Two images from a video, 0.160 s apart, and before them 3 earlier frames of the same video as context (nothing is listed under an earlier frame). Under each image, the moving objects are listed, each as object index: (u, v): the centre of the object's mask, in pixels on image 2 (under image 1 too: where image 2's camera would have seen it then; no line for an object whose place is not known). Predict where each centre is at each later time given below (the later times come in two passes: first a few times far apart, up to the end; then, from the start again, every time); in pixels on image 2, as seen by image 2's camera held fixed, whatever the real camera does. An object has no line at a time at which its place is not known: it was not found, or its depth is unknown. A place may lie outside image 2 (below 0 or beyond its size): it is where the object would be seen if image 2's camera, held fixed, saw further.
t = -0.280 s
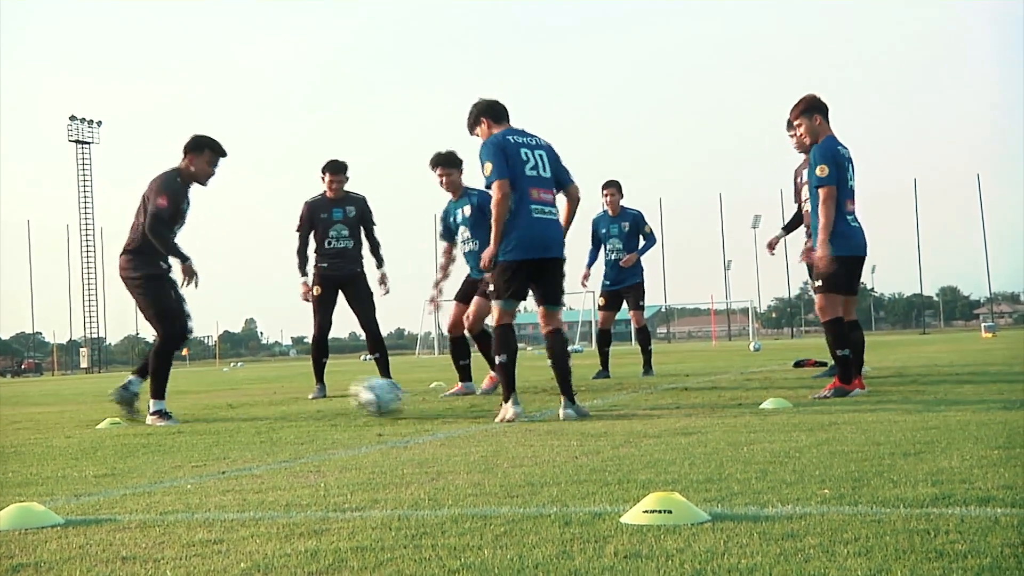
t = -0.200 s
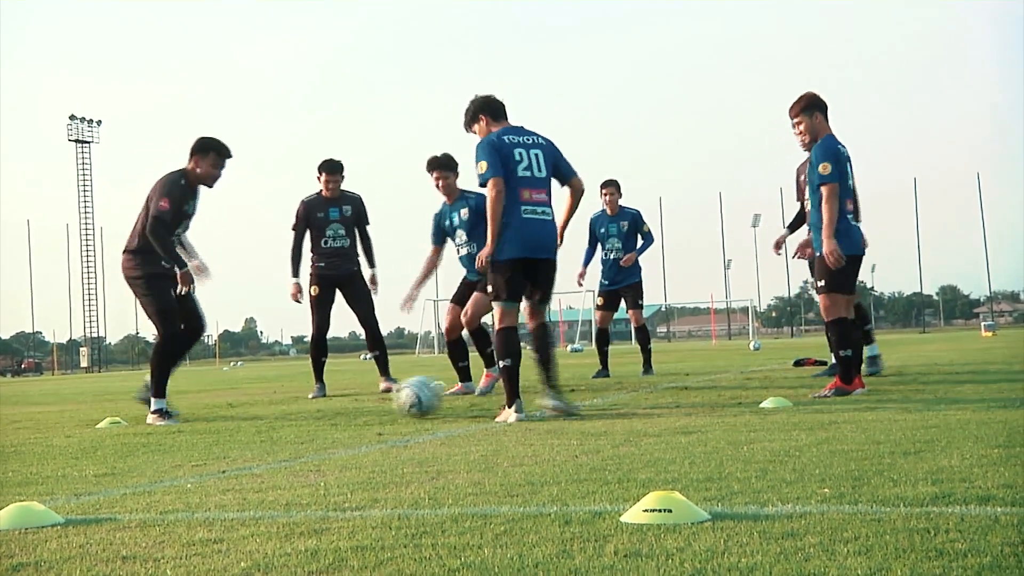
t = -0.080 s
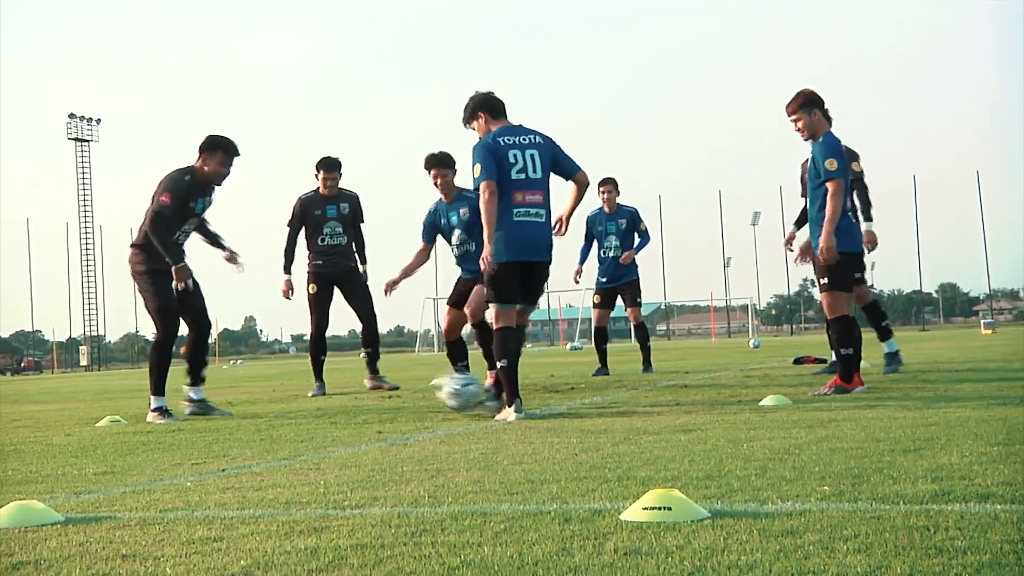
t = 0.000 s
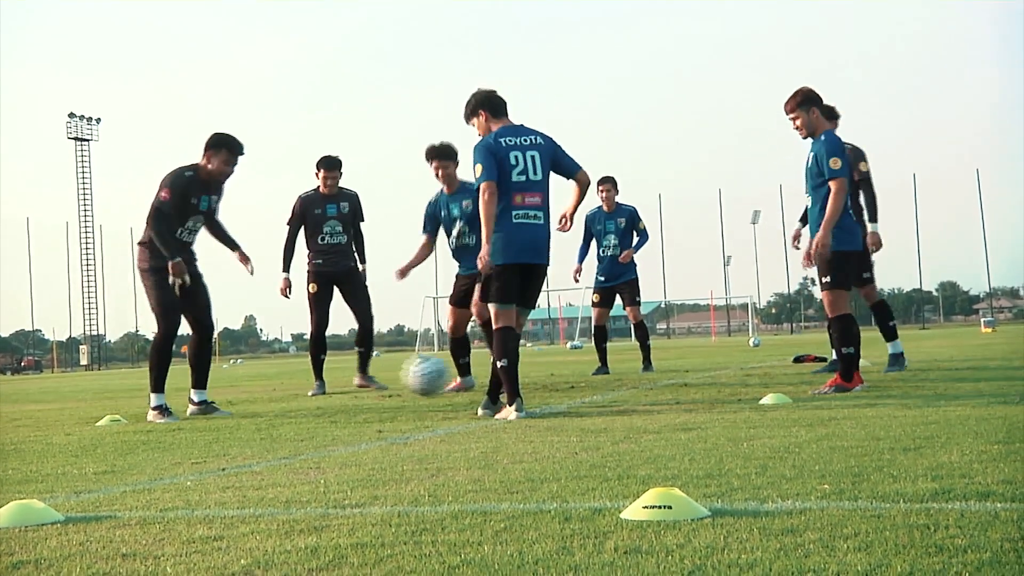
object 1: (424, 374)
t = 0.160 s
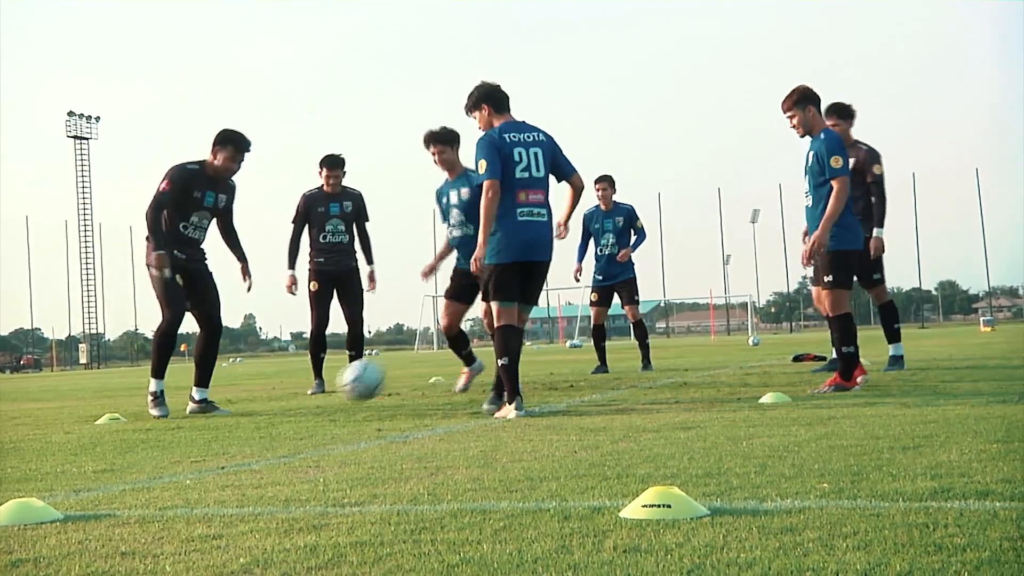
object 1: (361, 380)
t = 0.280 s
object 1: (323, 397)
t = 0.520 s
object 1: (285, 400)
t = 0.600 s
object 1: (274, 400)
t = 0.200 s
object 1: (346, 389)
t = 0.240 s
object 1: (330, 399)
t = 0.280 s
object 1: (323, 397)
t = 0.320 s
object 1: (316, 395)
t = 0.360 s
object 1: (309, 396)
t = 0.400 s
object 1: (302, 399)
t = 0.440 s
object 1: (296, 399)
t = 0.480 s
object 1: (290, 399)
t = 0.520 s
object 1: (285, 400)
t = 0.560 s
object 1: (279, 400)
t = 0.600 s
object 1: (274, 400)
